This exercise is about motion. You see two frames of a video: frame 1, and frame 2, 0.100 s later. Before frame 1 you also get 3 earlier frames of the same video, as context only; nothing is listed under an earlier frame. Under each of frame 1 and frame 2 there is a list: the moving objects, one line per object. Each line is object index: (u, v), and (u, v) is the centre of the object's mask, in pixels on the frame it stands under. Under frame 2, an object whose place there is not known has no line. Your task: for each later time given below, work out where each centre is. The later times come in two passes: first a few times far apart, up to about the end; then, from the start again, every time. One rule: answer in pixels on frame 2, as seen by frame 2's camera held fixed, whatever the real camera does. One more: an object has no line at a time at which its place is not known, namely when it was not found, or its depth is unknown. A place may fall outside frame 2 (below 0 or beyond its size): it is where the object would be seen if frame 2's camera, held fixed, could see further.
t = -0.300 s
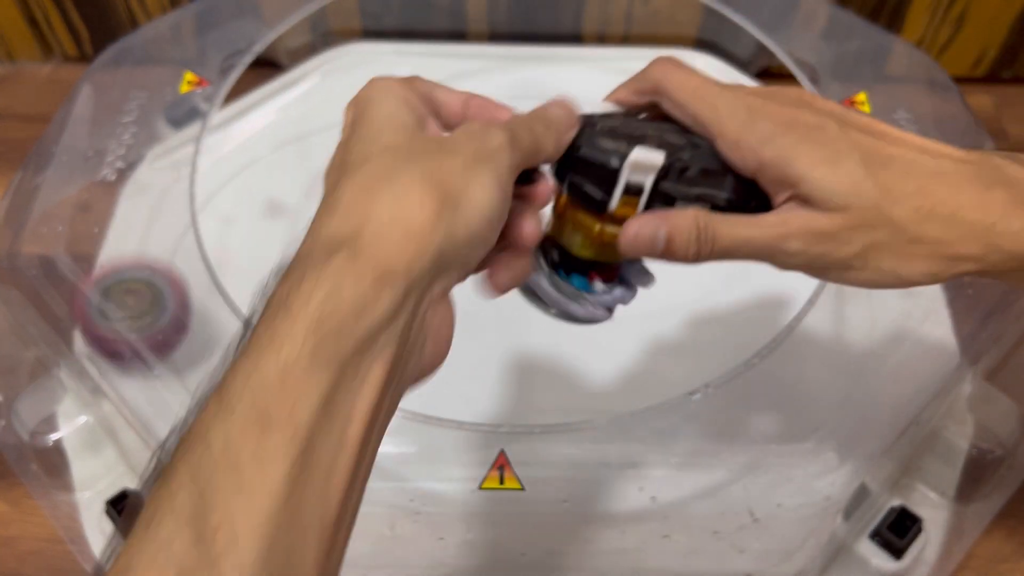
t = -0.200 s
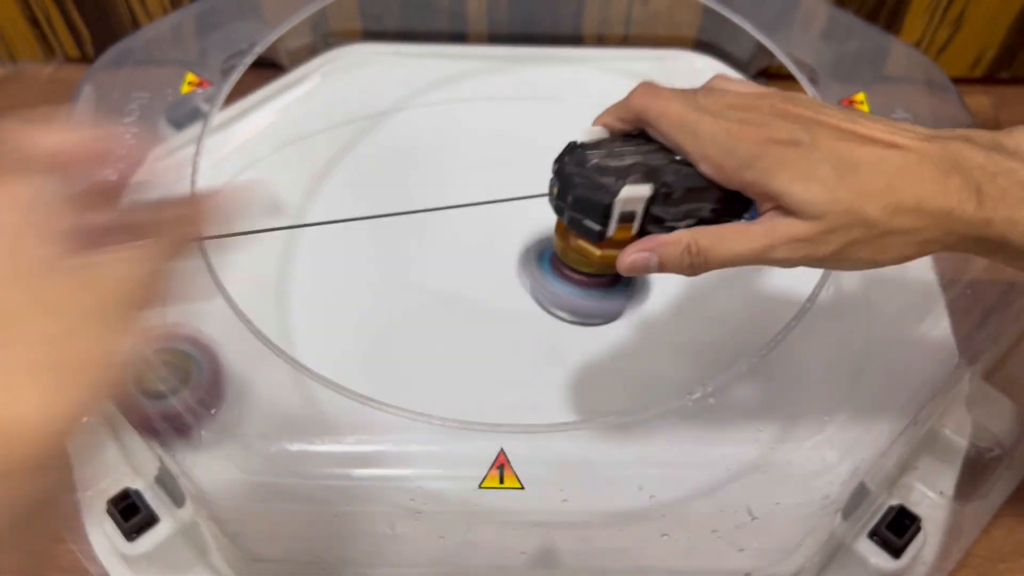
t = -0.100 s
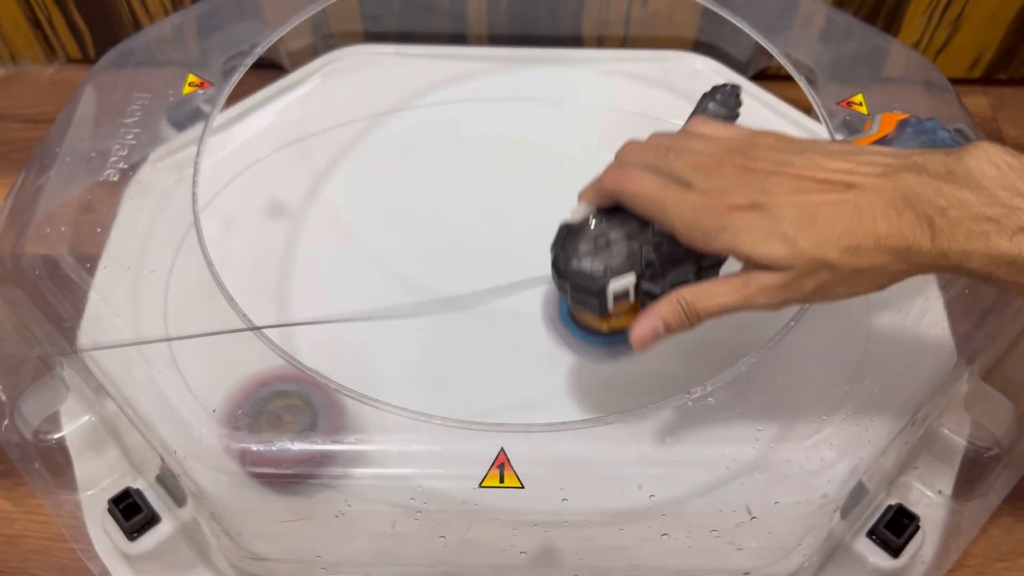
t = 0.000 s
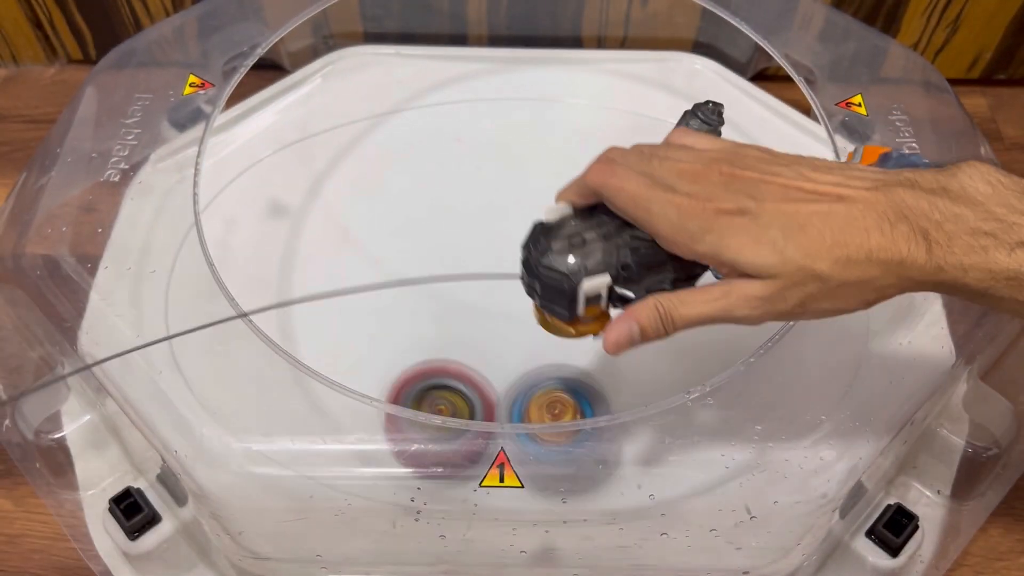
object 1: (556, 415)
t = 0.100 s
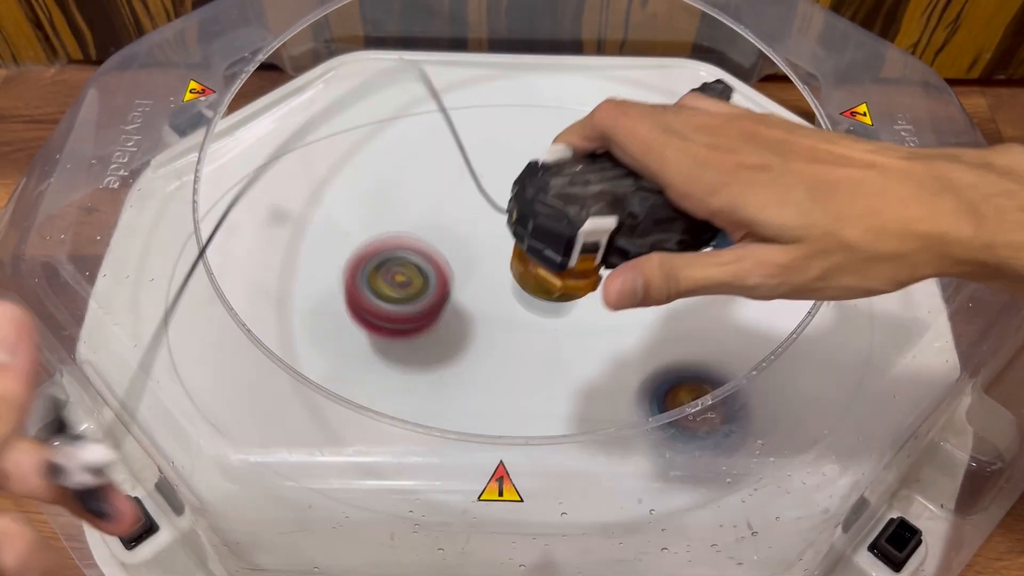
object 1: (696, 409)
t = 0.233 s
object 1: (778, 289)
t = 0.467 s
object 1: (800, 145)
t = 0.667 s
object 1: (740, 186)
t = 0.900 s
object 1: (699, 308)
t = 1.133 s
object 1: (764, 406)
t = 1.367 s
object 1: (801, 409)
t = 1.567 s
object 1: (683, 420)
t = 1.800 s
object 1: (557, 313)
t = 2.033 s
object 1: (754, 315)
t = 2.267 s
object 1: (852, 371)
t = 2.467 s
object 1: (789, 374)
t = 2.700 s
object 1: (726, 306)
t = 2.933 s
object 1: (780, 246)
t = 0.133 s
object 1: (718, 376)
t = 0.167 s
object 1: (740, 361)
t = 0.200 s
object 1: (755, 319)
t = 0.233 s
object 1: (778, 289)
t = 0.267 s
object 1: (778, 283)
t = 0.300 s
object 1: (796, 235)
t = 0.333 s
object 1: (801, 205)
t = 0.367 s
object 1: (802, 187)
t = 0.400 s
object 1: (802, 166)
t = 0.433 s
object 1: (802, 154)
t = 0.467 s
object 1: (800, 145)
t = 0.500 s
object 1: (793, 145)
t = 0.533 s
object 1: (785, 148)
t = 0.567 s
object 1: (773, 153)
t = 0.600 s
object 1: (761, 162)
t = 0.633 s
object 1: (751, 170)
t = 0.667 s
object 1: (740, 186)
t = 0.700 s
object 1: (731, 198)
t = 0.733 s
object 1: (719, 217)
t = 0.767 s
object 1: (711, 233)
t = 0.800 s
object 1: (706, 251)
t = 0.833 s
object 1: (700, 271)
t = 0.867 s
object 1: (698, 289)
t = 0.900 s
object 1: (699, 308)
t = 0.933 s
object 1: (699, 326)
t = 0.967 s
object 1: (696, 344)
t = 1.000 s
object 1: (686, 358)
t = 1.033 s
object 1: (674, 372)
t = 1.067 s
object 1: (690, 380)
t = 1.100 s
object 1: (729, 395)
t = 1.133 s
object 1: (764, 406)
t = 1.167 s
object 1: (790, 410)
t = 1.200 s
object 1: (809, 409)
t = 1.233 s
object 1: (821, 415)
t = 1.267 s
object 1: (828, 414)
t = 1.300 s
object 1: (826, 414)
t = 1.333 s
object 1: (814, 411)
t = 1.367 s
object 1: (801, 409)
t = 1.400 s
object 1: (788, 409)
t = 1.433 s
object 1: (769, 410)
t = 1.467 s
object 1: (754, 416)
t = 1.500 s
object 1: (733, 420)
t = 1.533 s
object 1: (708, 421)
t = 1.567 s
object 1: (683, 420)
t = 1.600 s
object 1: (655, 408)
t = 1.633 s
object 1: (629, 389)
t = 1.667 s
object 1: (611, 385)
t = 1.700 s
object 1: (592, 370)
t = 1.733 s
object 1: (577, 353)
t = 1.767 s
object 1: (565, 332)
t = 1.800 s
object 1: (557, 313)
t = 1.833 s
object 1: (555, 295)
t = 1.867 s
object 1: (560, 280)
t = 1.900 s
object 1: (607, 289)
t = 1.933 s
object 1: (650, 300)
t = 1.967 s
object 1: (695, 310)
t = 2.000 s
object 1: (730, 314)
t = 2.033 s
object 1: (754, 315)
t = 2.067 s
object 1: (781, 324)
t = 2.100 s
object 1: (801, 332)
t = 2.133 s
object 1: (821, 341)
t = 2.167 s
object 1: (836, 349)
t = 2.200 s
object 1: (850, 358)
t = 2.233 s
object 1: (862, 368)
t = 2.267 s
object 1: (852, 371)
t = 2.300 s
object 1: (839, 372)
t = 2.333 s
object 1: (826, 372)
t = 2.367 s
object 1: (815, 373)
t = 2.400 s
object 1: (807, 375)
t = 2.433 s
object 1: (798, 376)
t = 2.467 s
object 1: (789, 374)
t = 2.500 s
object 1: (777, 369)
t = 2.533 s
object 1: (765, 361)
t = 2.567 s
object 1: (755, 353)
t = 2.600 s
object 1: (741, 339)
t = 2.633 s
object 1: (732, 328)
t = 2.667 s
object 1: (728, 317)
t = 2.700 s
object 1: (726, 306)
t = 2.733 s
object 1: (724, 293)
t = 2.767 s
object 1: (726, 284)
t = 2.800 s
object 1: (731, 274)
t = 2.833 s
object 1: (740, 265)
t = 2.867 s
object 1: (752, 258)
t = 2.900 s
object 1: (765, 252)
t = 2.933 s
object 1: (780, 246)
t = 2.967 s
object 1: (792, 241)
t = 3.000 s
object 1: (802, 237)
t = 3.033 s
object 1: (821, 238)
